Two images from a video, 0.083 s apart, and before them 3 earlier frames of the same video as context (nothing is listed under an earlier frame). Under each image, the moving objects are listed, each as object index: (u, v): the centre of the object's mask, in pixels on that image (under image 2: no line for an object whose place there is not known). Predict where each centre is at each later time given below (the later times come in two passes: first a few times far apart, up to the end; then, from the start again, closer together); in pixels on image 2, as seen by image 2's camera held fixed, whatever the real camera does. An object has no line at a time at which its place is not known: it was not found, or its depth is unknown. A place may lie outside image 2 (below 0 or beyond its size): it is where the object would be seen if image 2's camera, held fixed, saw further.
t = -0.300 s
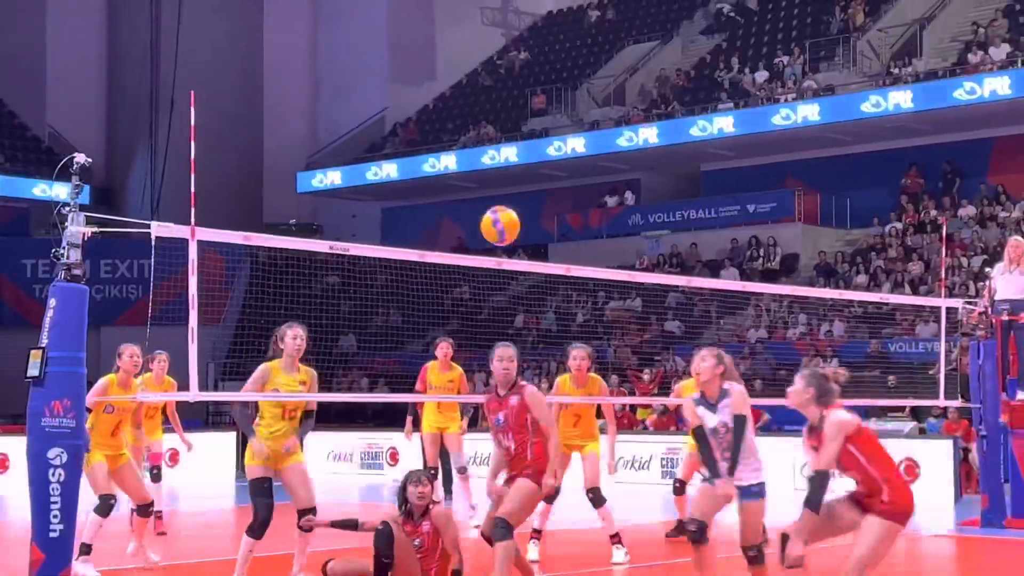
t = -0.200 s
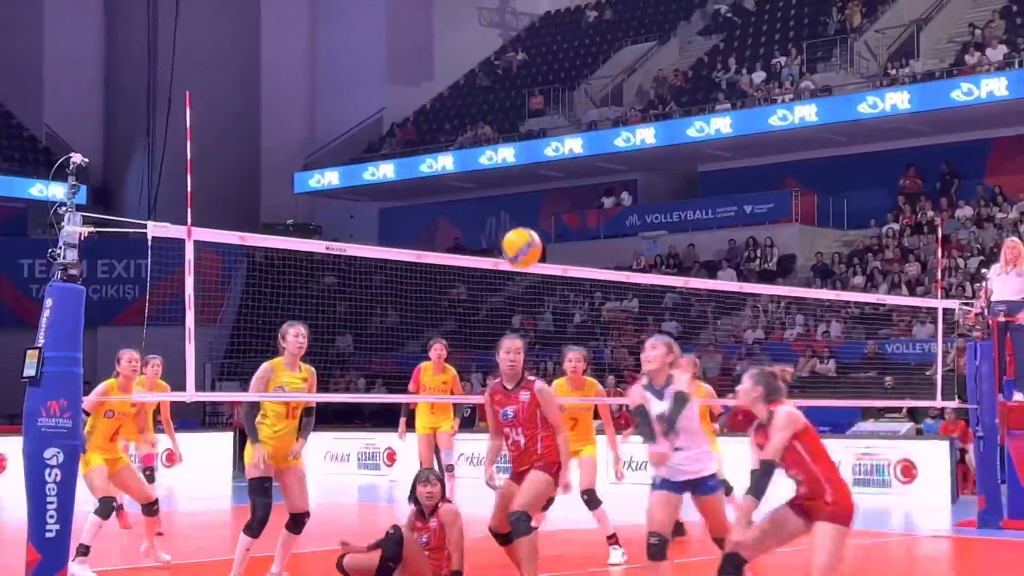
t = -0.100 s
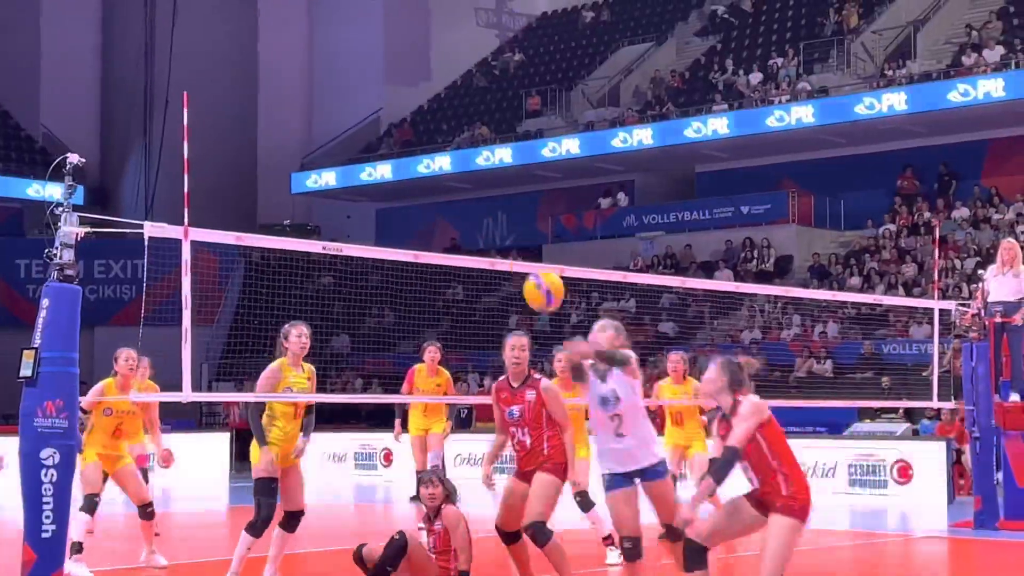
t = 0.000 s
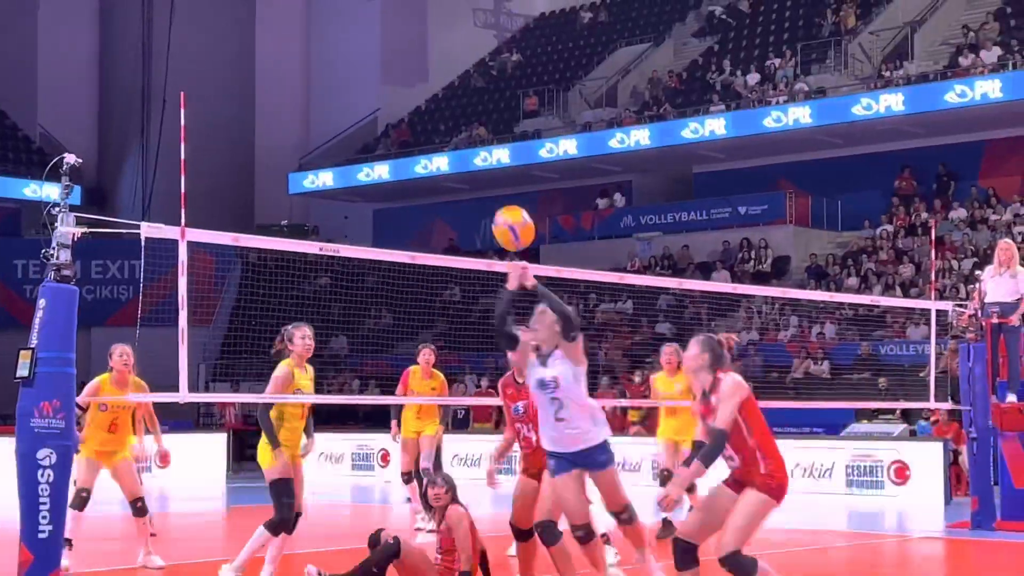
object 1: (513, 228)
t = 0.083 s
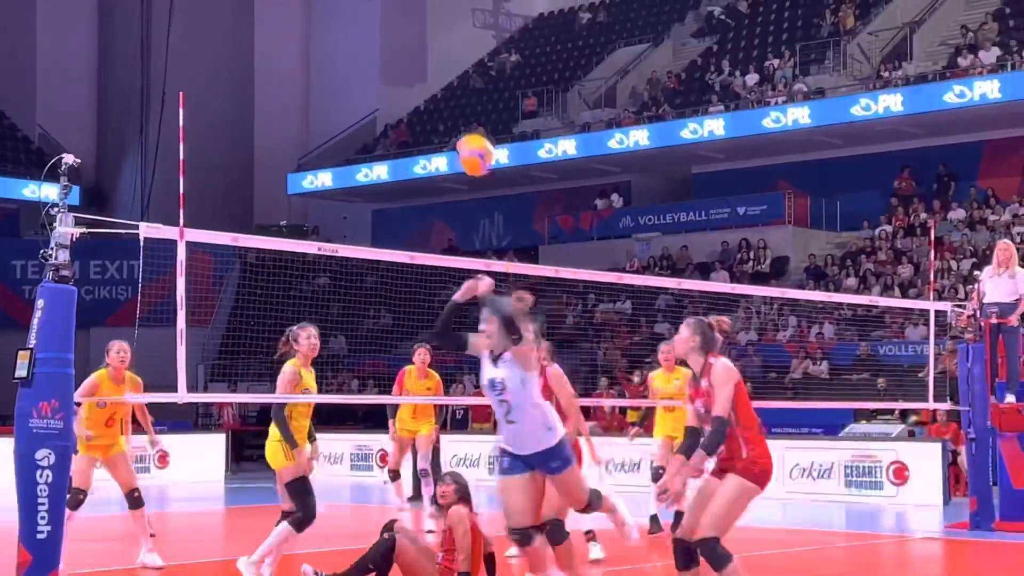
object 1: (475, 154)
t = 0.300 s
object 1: (395, 43)
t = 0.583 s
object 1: (319, 27)
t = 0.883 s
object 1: (260, 122)
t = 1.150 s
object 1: (217, 281)
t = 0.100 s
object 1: (467, 140)
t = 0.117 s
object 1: (461, 130)
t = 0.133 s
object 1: (454, 120)
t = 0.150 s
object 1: (448, 110)
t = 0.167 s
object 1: (442, 100)
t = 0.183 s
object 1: (435, 91)
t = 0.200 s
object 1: (429, 82)
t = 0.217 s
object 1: (423, 74)
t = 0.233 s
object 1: (417, 67)
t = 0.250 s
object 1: (412, 60)
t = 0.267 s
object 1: (406, 54)
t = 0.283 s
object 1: (400, 48)
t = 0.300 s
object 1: (395, 43)
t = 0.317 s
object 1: (390, 39)
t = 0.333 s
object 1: (385, 35)
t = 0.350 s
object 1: (380, 31)
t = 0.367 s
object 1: (375, 28)
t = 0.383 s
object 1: (370, 25)
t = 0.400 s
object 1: (365, 23)
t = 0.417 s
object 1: (360, 21)
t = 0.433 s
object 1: (356, 20)
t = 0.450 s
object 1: (352, 19)
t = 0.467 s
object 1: (347, 19)
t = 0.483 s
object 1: (343, 18)
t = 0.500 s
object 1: (339, 19)
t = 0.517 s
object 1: (335, 20)
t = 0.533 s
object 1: (330, 21)
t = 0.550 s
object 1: (327, 22)
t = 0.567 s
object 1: (323, 24)
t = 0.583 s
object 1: (319, 27)
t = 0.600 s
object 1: (315, 29)
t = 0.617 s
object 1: (311, 32)
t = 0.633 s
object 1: (308, 35)
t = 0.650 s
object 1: (304, 39)
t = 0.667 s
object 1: (301, 43)
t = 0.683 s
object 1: (297, 47)
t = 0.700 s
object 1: (293, 52)
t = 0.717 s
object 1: (290, 57)
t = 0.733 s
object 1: (287, 62)
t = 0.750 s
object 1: (284, 68)
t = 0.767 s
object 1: (280, 74)
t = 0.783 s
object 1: (277, 80)
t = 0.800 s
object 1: (274, 86)
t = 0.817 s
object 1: (271, 93)
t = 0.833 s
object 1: (269, 100)
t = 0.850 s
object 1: (266, 107)
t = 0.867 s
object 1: (263, 115)
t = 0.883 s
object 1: (260, 122)
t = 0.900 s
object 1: (257, 131)
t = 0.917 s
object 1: (254, 139)
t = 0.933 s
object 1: (251, 148)
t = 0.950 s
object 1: (248, 157)
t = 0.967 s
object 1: (246, 165)
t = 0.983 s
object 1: (243, 175)
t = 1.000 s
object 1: (240, 185)
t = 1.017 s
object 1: (238, 194)
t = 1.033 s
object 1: (235, 204)
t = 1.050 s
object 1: (233, 215)
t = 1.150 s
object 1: (217, 281)
